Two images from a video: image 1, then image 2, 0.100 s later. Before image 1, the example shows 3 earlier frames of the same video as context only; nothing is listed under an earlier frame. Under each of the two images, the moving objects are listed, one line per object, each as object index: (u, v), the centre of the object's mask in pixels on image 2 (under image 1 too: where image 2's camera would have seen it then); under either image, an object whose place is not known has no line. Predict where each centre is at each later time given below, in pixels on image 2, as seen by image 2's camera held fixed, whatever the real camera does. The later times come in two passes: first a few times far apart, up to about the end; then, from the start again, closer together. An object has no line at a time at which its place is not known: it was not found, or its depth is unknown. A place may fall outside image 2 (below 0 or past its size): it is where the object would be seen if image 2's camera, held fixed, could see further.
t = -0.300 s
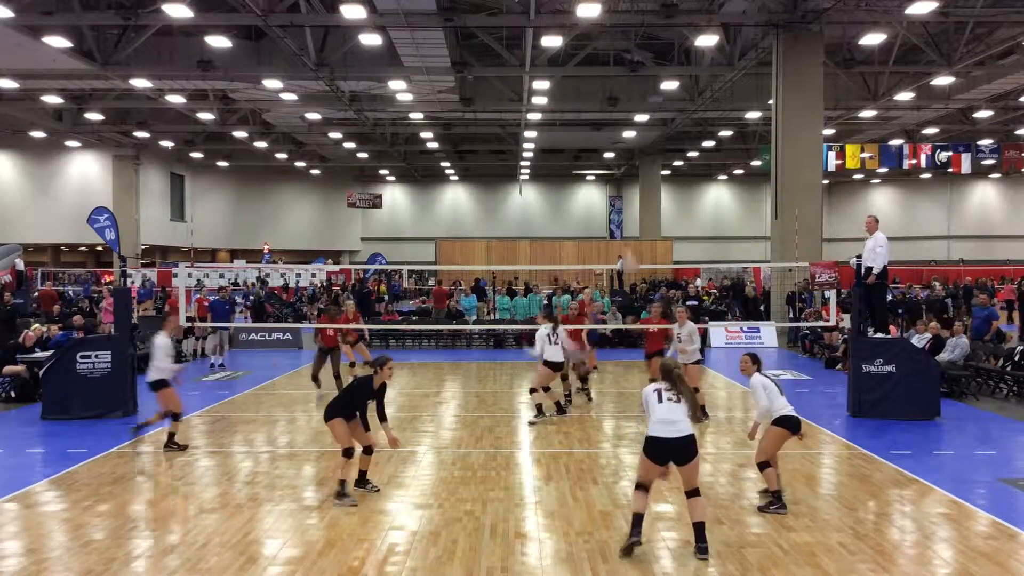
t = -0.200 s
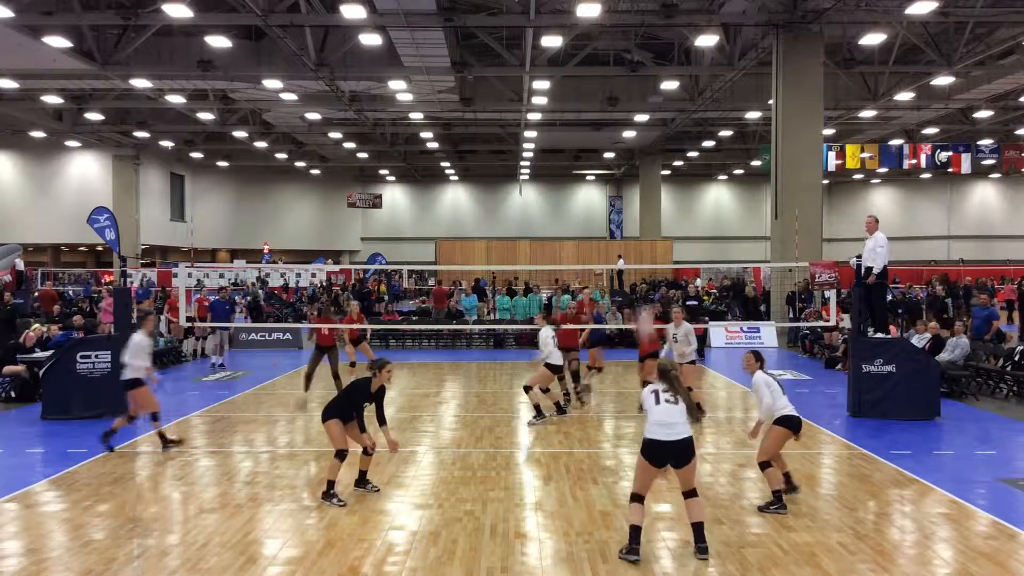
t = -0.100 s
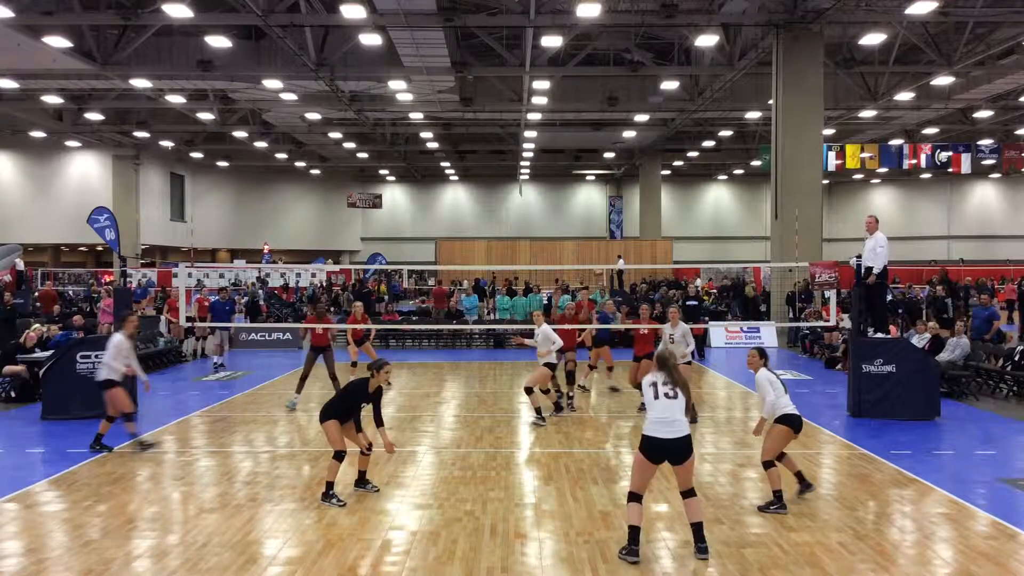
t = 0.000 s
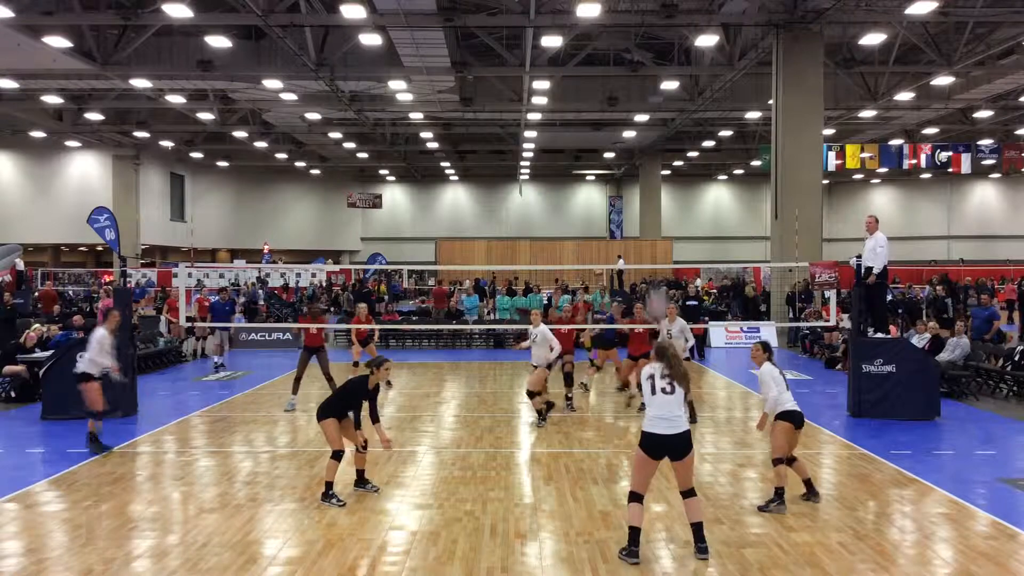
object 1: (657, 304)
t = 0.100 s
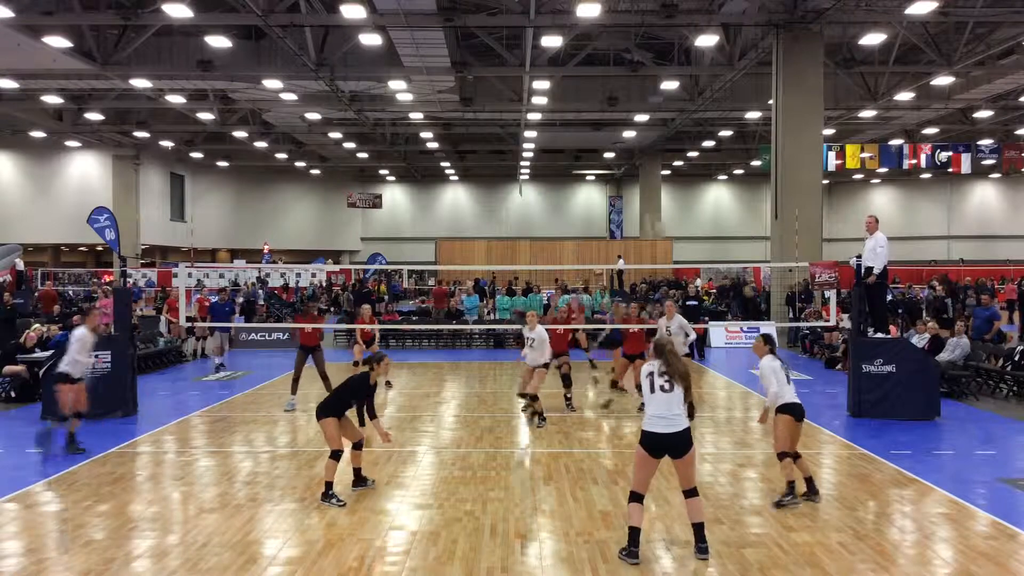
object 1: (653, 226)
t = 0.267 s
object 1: (648, 148)
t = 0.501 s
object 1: (642, 91)
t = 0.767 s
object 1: (638, 91)
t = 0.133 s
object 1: (651, 206)
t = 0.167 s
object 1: (649, 188)
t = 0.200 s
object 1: (650, 175)
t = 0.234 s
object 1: (649, 162)
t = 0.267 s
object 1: (648, 148)
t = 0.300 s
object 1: (647, 136)
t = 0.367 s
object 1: (645, 115)
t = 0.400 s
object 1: (645, 105)
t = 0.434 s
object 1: (644, 100)
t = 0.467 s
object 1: (642, 95)
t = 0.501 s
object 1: (642, 91)
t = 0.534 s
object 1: (641, 87)
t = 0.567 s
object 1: (640, 85)
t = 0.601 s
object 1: (640, 84)
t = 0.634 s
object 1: (640, 84)
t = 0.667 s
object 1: (639, 84)
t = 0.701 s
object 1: (639, 85)
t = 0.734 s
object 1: (638, 88)
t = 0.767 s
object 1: (638, 91)
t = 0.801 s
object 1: (637, 96)
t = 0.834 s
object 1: (636, 100)
